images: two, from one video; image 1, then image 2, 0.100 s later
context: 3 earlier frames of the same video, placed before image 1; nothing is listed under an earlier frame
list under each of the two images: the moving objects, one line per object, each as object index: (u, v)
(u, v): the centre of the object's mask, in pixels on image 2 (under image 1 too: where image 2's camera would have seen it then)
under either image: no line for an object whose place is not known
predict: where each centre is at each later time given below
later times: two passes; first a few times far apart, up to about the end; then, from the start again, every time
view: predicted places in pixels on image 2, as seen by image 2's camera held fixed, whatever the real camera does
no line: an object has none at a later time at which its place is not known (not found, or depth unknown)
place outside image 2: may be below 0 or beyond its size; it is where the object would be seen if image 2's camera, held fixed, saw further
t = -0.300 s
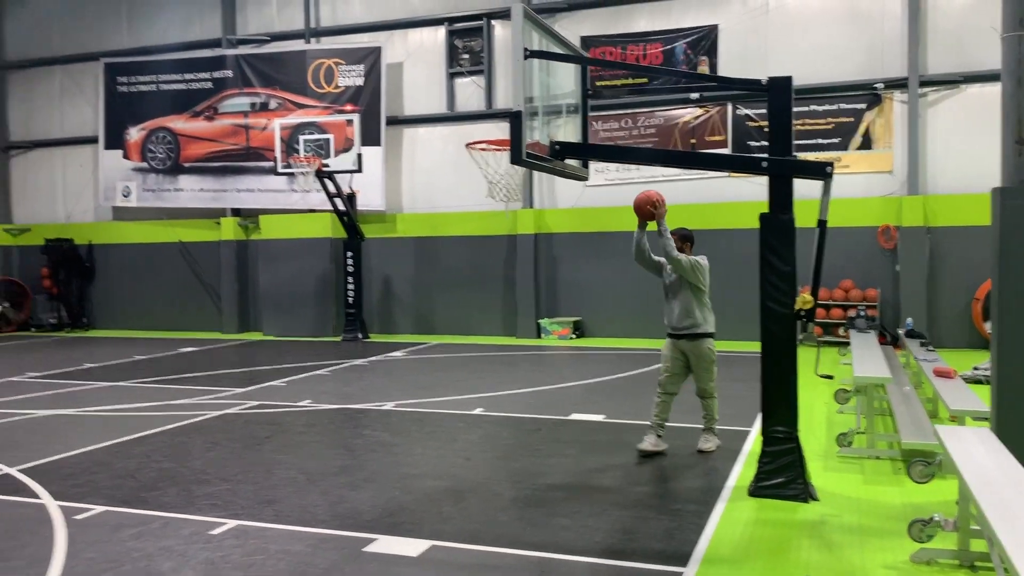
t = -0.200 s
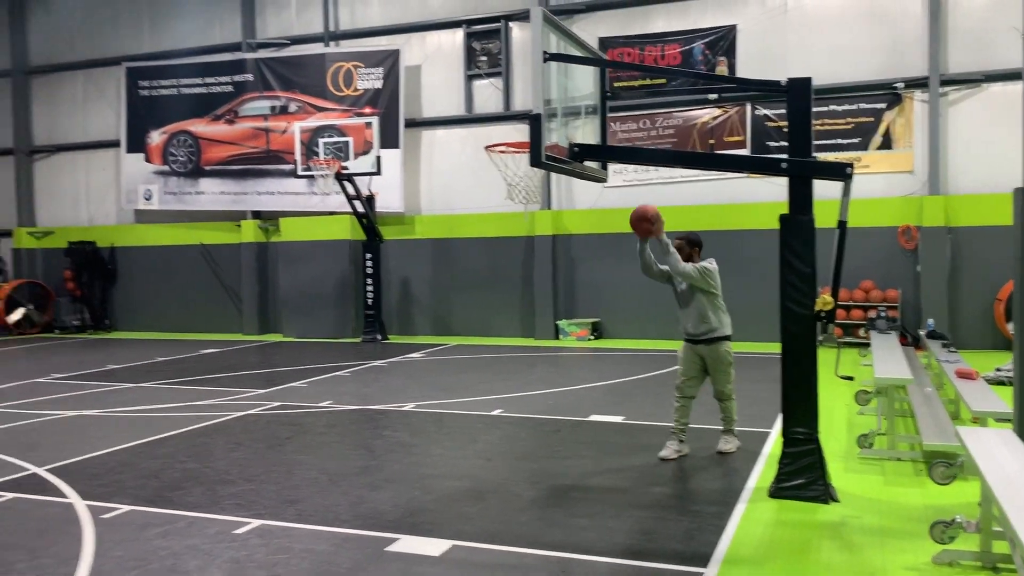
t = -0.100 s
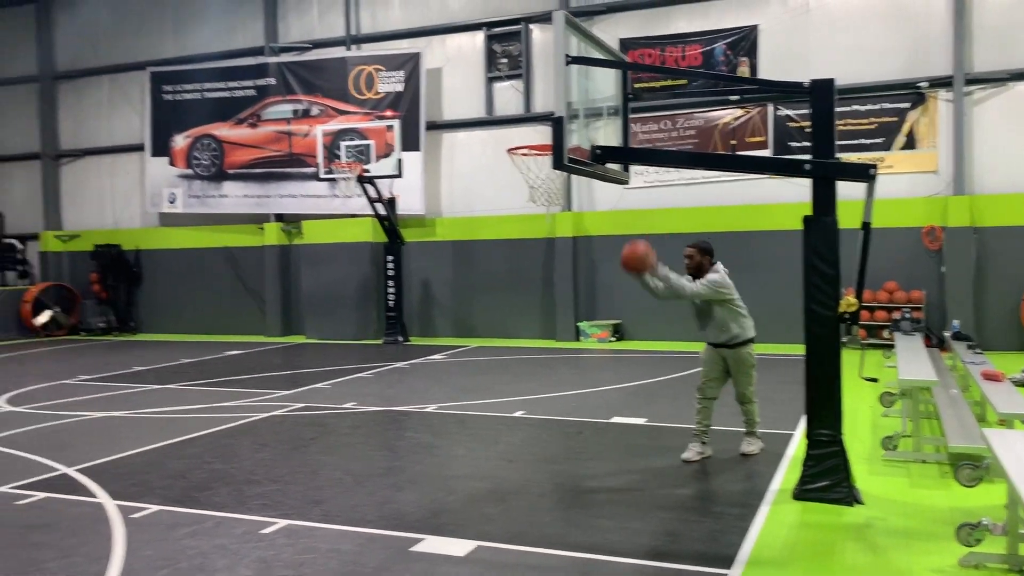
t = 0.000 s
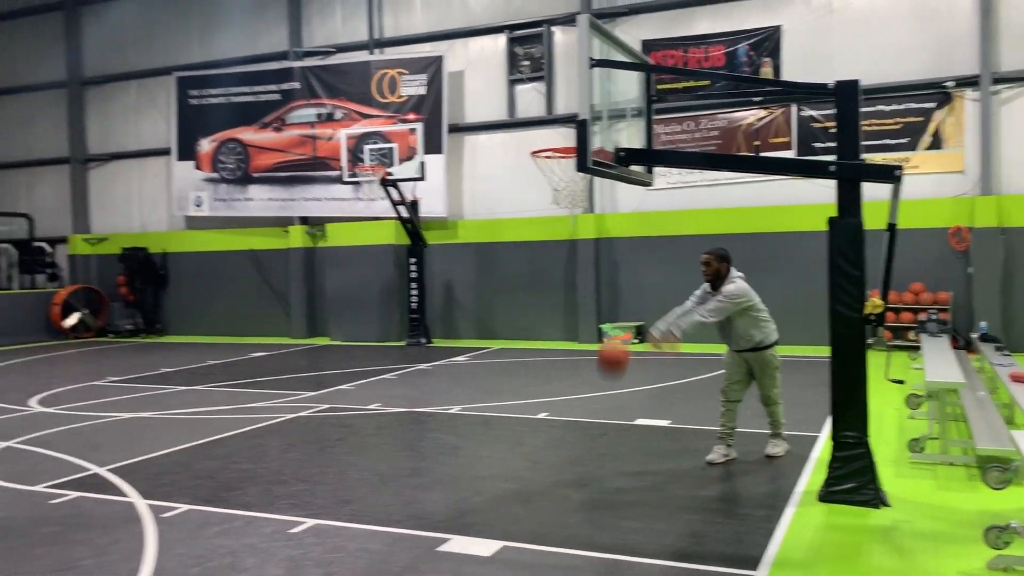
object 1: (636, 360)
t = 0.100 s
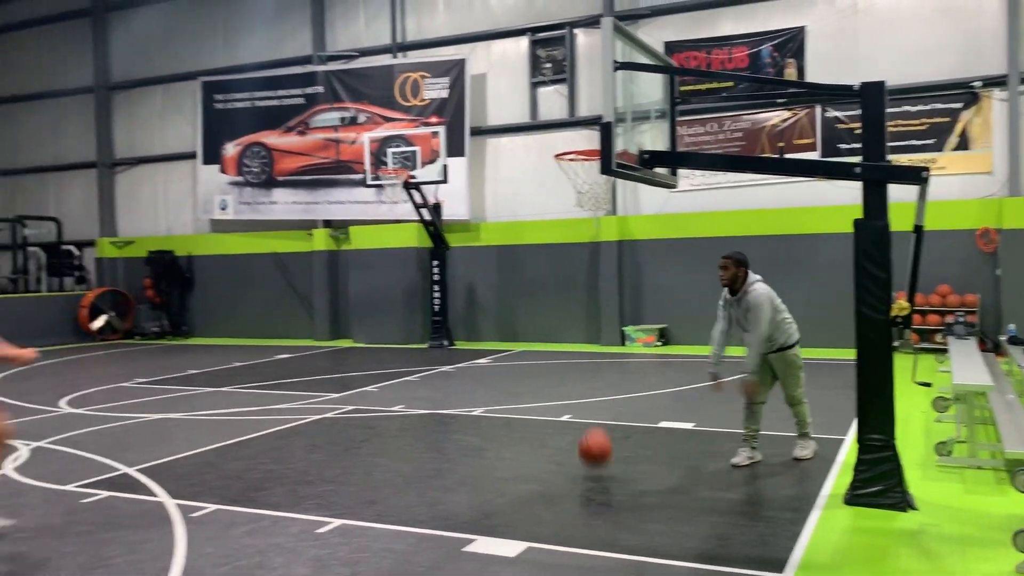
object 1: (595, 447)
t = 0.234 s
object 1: (568, 332)
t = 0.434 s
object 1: (526, 208)
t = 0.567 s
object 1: (499, 154)
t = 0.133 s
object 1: (588, 418)
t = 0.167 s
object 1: (581, 386)
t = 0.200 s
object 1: (574, 361)
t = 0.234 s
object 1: (568, 332)
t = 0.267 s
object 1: (561, 309)
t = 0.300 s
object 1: (554, 286)
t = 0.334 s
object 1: (547, 264)
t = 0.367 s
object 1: (540, 246)
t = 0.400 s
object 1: (533, 225)
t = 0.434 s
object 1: (526, 208)
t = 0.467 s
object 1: (520, 192)
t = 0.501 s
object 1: (513, 178)
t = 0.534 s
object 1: (506, 165)
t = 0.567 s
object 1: (499, 154)
